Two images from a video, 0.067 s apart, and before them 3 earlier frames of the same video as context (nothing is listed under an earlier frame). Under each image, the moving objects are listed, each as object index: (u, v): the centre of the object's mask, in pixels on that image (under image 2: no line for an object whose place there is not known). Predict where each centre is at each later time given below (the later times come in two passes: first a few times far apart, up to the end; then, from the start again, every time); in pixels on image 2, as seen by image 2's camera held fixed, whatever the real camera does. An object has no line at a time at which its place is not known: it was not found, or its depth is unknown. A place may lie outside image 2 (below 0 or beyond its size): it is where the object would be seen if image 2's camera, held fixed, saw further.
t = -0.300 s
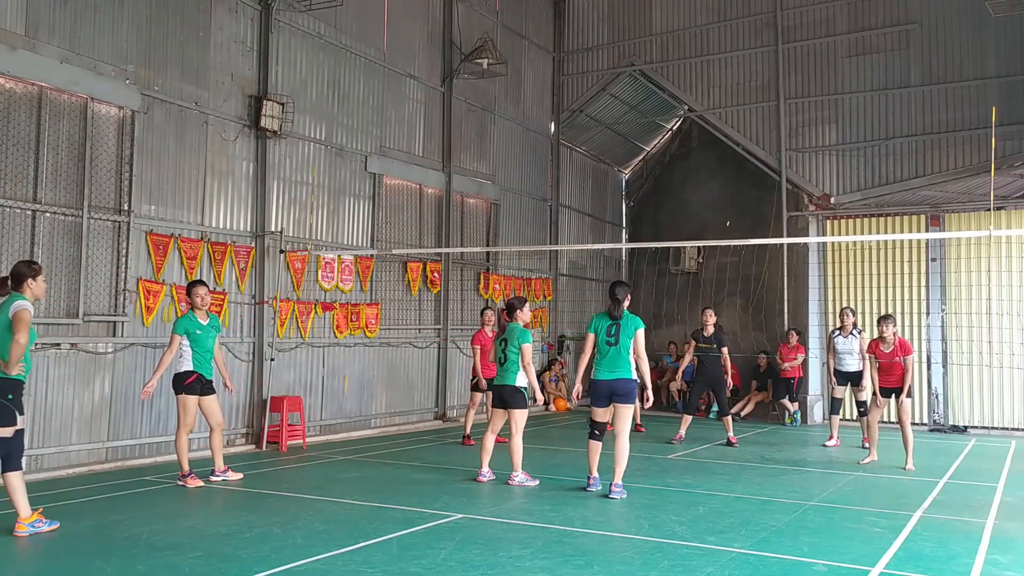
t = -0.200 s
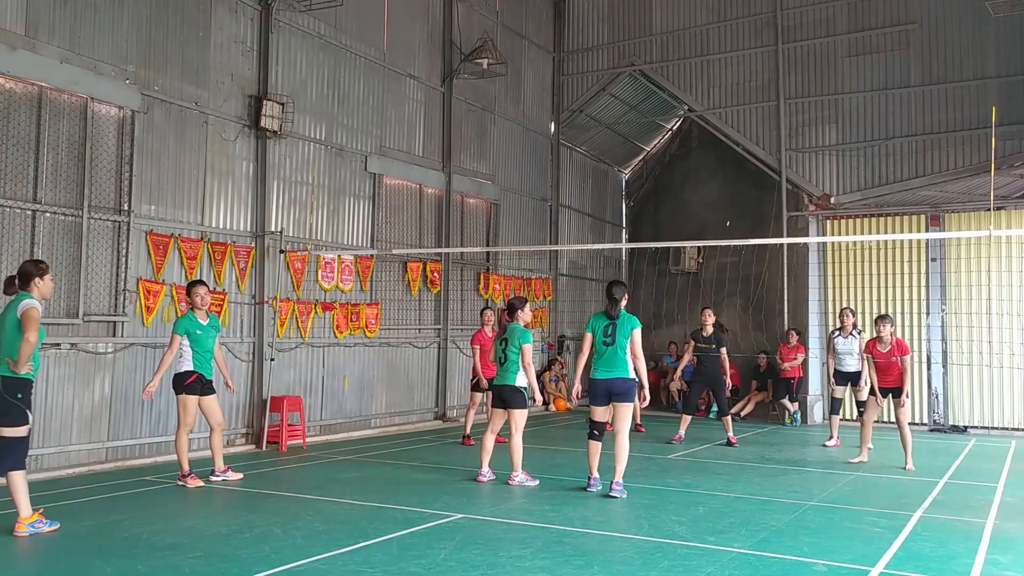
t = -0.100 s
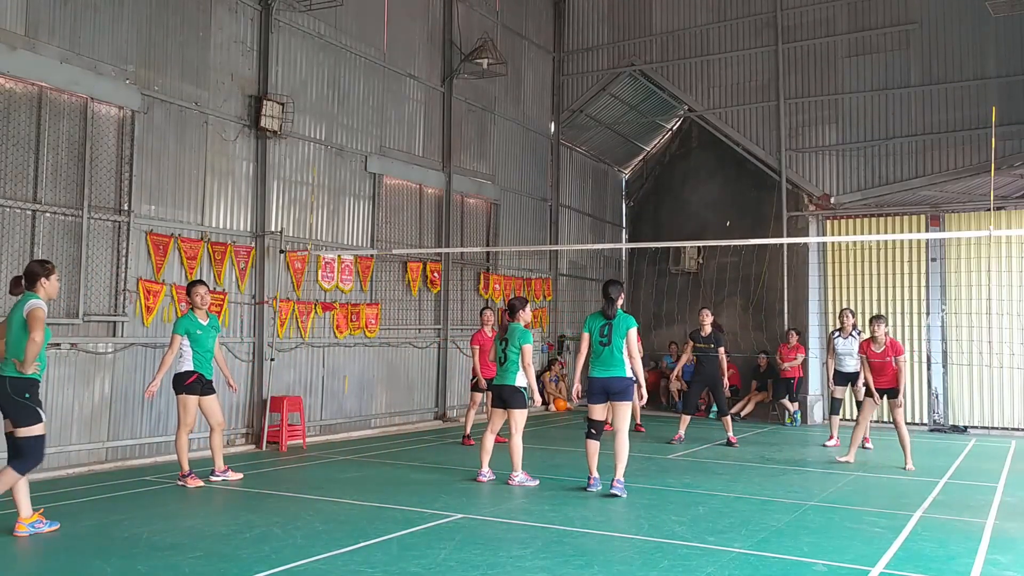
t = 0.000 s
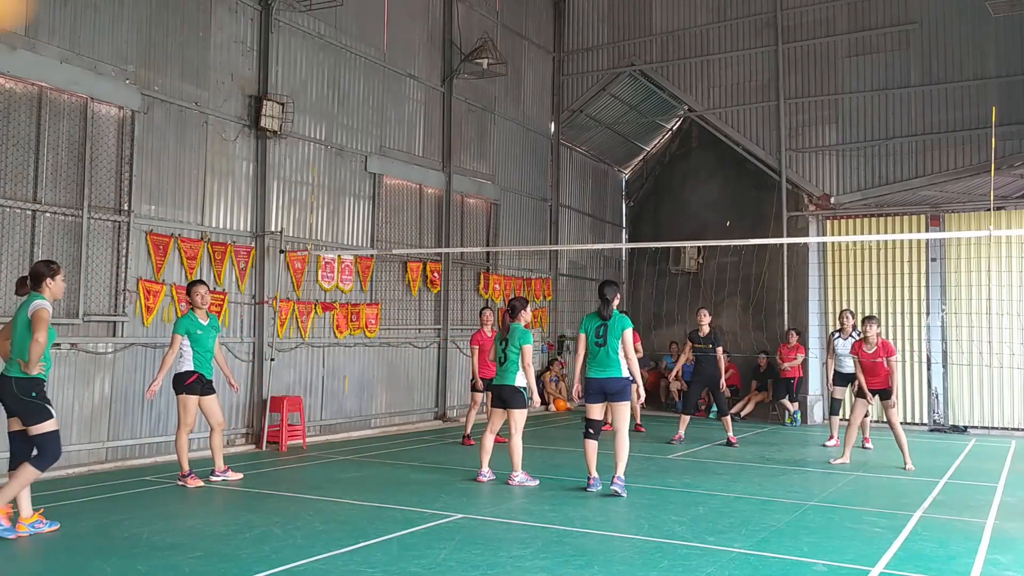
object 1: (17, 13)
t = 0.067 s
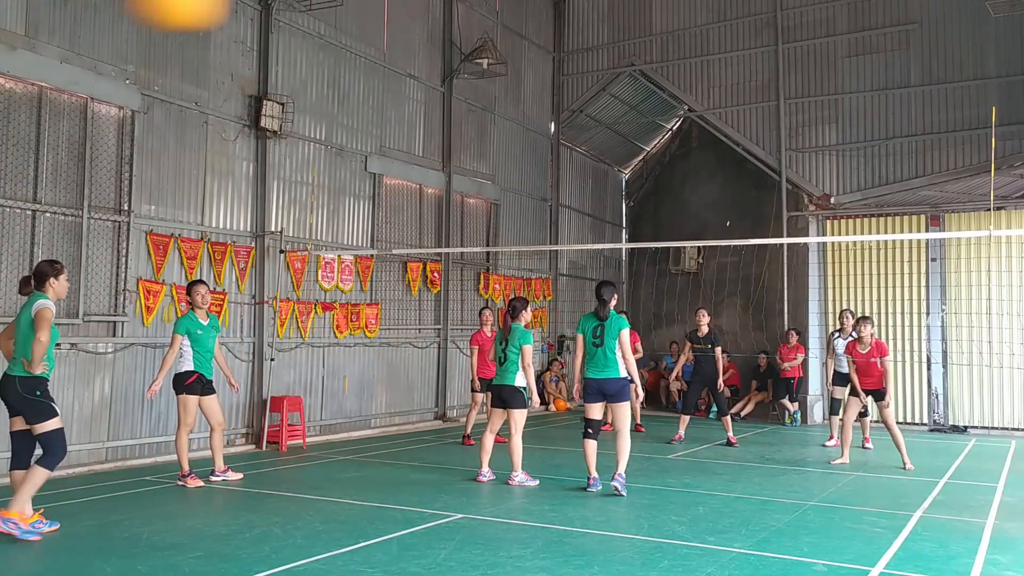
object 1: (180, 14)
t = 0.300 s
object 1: (480, 78)
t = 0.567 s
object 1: (591, 189)
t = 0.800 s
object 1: (632, 295)
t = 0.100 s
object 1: (255, 16)
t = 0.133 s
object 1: (313, 19)
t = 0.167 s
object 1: (359, 26)
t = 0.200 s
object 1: (398, 37)
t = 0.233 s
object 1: (431, 51)
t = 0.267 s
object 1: (458, 64)
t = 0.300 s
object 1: (480, 78)
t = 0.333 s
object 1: (501, 91)
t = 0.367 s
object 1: (518, 105)
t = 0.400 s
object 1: (534, 119)
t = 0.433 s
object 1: (548, 132)
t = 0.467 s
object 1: (561, 146)
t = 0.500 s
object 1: (572, 160)
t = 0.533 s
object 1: (582, 174)
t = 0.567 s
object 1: (591, 189)
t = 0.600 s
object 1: (598, 204)
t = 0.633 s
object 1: (605, 219)
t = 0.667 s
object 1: (611, 232)
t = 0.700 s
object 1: (618, 250)
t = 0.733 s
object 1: (623, 265)
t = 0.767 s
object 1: (628, 280)
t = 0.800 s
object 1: (632, 295)
